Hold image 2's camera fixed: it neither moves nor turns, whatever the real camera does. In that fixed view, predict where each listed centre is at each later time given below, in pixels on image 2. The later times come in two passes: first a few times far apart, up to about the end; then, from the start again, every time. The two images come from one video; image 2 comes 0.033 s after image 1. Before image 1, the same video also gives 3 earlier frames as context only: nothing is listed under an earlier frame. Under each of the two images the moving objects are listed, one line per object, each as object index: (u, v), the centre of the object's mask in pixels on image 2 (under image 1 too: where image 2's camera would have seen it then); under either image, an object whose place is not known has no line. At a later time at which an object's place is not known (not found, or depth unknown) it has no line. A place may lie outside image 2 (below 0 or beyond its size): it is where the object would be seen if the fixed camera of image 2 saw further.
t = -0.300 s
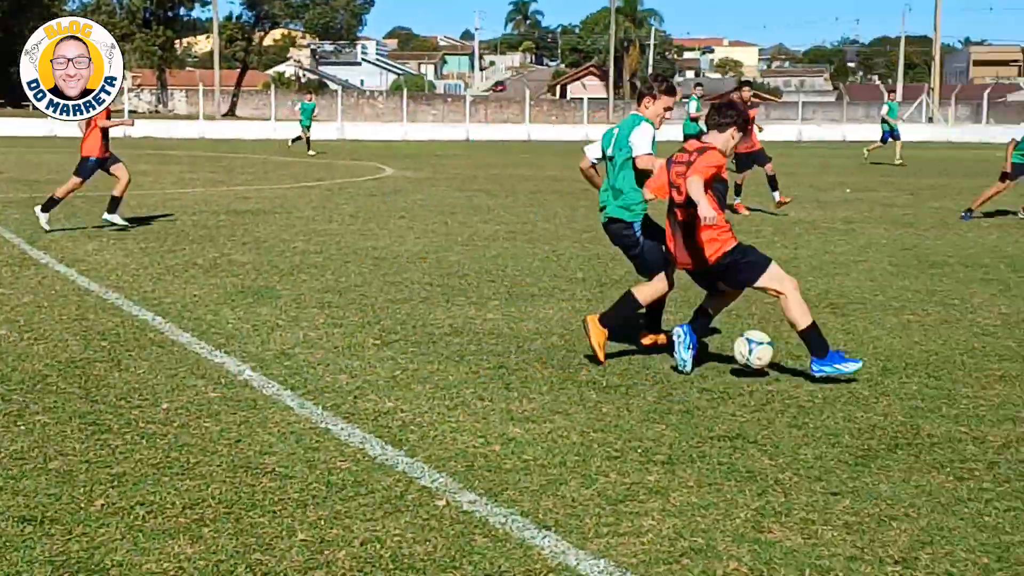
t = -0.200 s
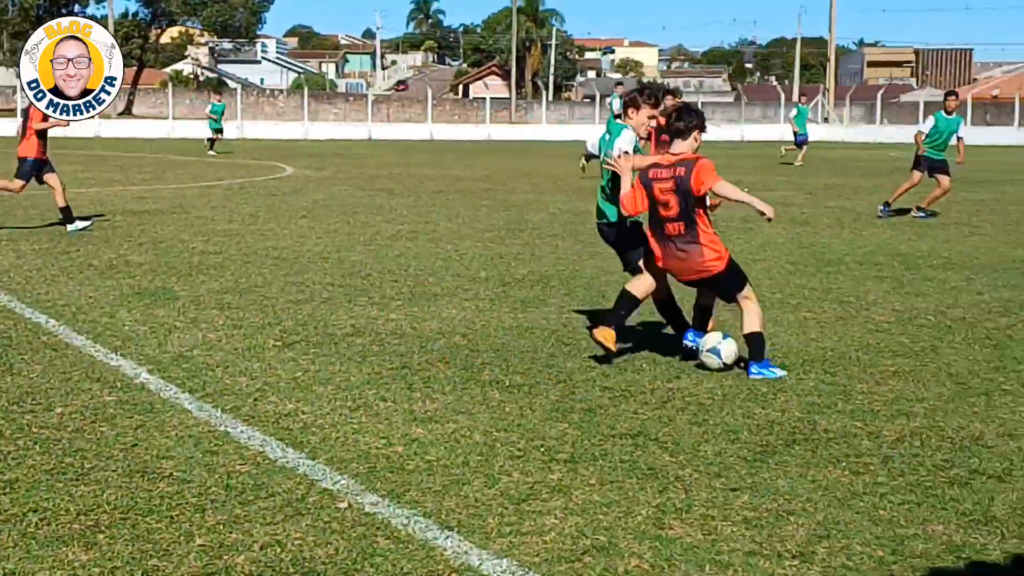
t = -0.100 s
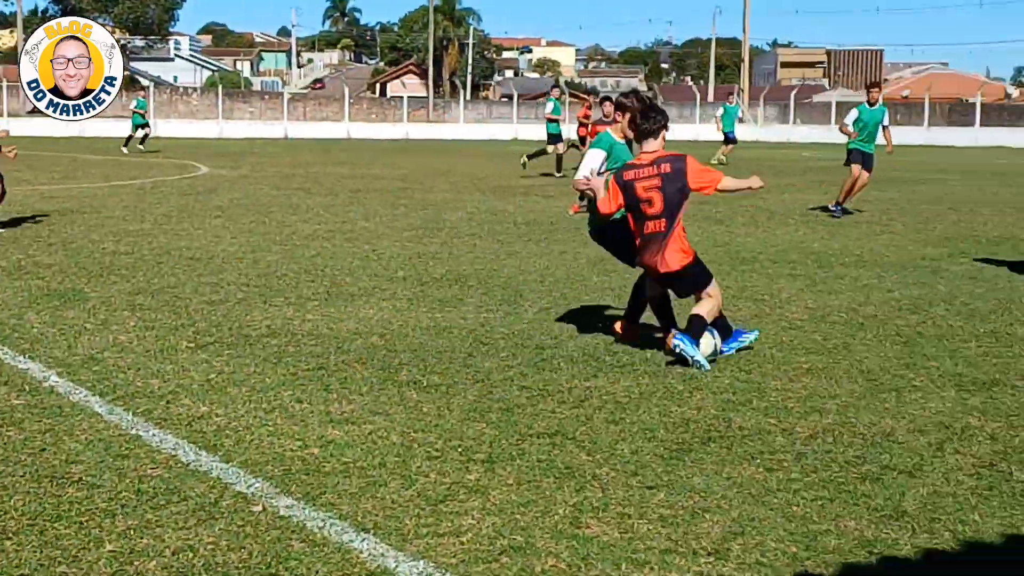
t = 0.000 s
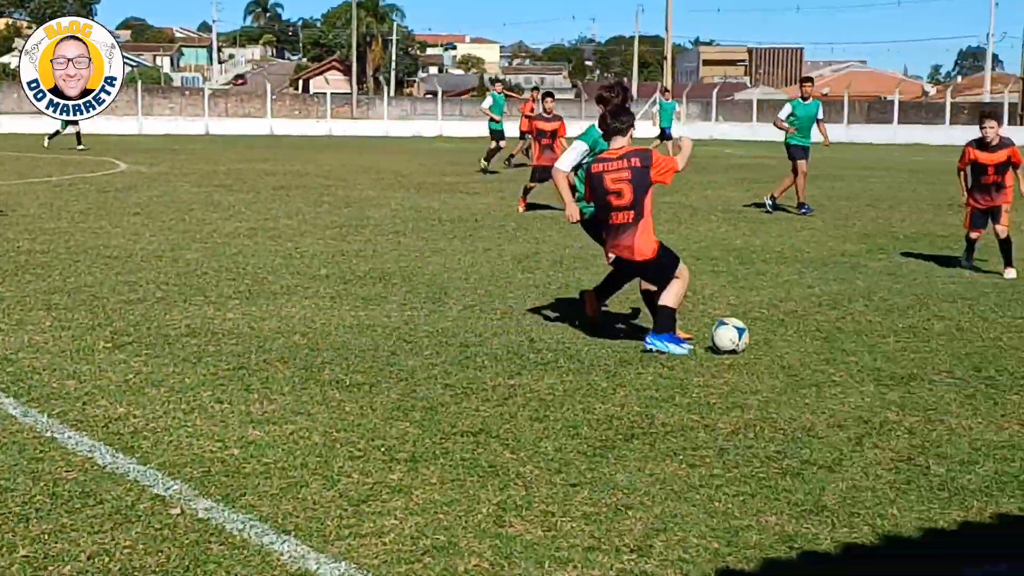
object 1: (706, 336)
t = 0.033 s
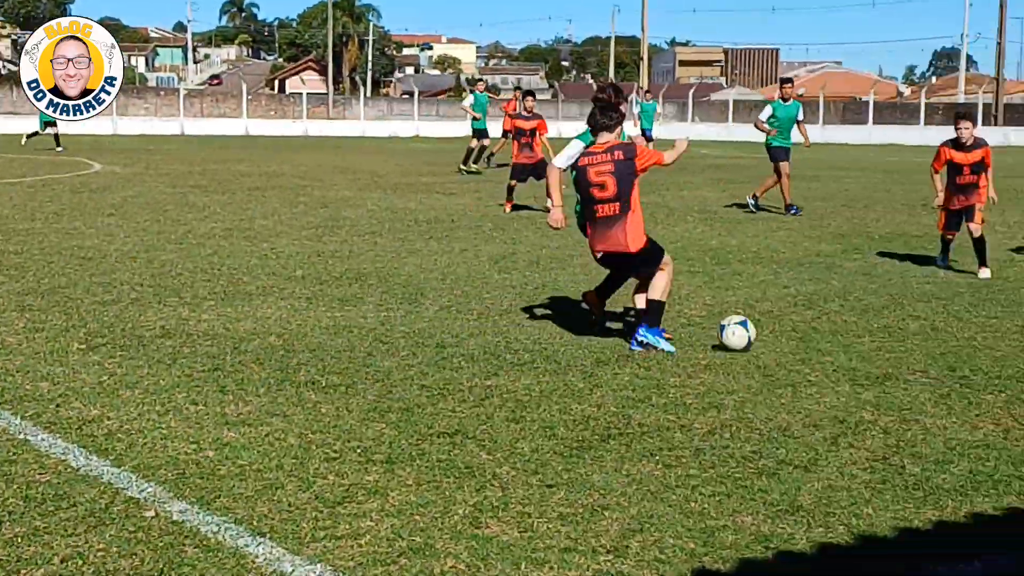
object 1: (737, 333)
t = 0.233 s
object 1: (896, 327)
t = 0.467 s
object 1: (1047, 316)
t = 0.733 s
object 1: (1202, 307)
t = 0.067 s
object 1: (766, 331)
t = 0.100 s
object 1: (795, 331)
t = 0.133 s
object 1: (822, 330)
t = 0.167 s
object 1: (847, 329)
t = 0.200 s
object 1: (872, 327)
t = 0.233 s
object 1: (896, 327)
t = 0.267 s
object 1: (919, 327)
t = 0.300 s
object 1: (942, 324)
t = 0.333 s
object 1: (964, 322)
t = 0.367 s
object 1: (986, 319)
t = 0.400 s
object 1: (1006, 320)
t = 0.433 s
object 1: (1028, 319)
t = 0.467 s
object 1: (1047, 316)
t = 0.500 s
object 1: (1068, 315)
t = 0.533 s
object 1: (1087, 314)
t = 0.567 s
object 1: (1108, 313)
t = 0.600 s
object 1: (1128, 311)
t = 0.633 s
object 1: (1145, 309)
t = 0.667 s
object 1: (1164, 305)
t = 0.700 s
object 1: (1184, 305)
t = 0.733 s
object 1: (1202, 307)
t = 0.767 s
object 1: (1221, 306)
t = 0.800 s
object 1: (1238, 303)
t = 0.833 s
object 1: (1256, 303)
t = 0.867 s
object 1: (1276, 302)
